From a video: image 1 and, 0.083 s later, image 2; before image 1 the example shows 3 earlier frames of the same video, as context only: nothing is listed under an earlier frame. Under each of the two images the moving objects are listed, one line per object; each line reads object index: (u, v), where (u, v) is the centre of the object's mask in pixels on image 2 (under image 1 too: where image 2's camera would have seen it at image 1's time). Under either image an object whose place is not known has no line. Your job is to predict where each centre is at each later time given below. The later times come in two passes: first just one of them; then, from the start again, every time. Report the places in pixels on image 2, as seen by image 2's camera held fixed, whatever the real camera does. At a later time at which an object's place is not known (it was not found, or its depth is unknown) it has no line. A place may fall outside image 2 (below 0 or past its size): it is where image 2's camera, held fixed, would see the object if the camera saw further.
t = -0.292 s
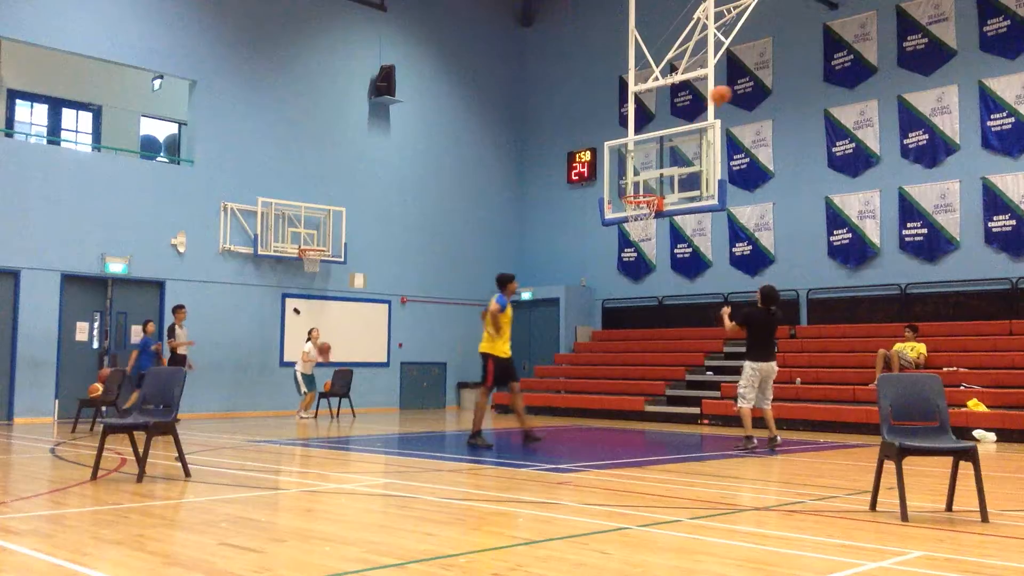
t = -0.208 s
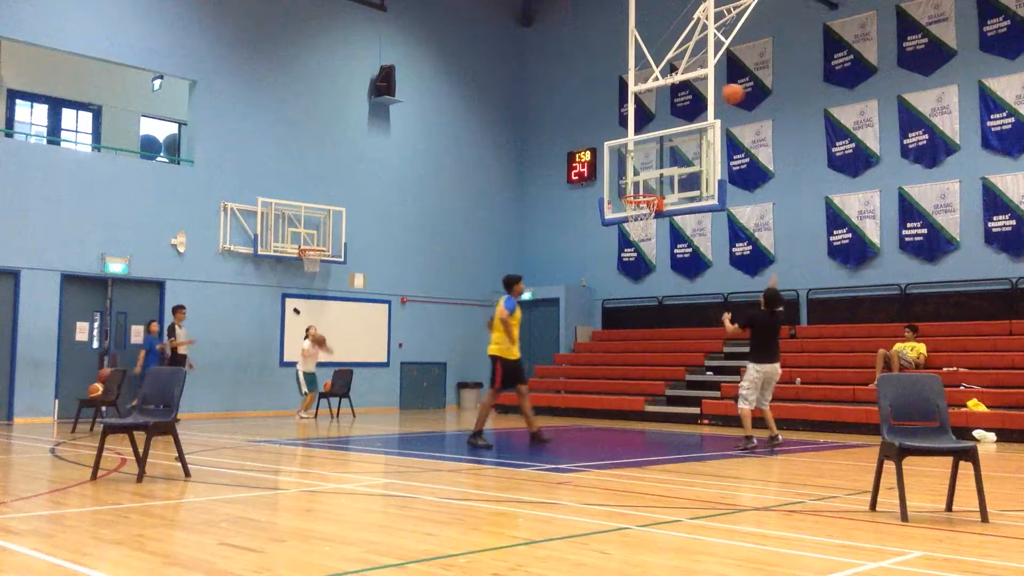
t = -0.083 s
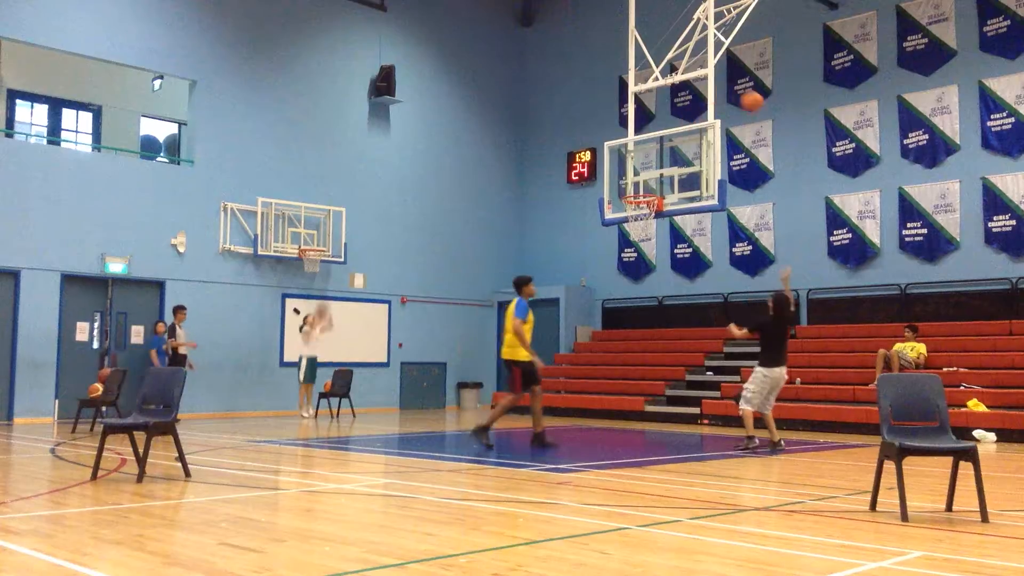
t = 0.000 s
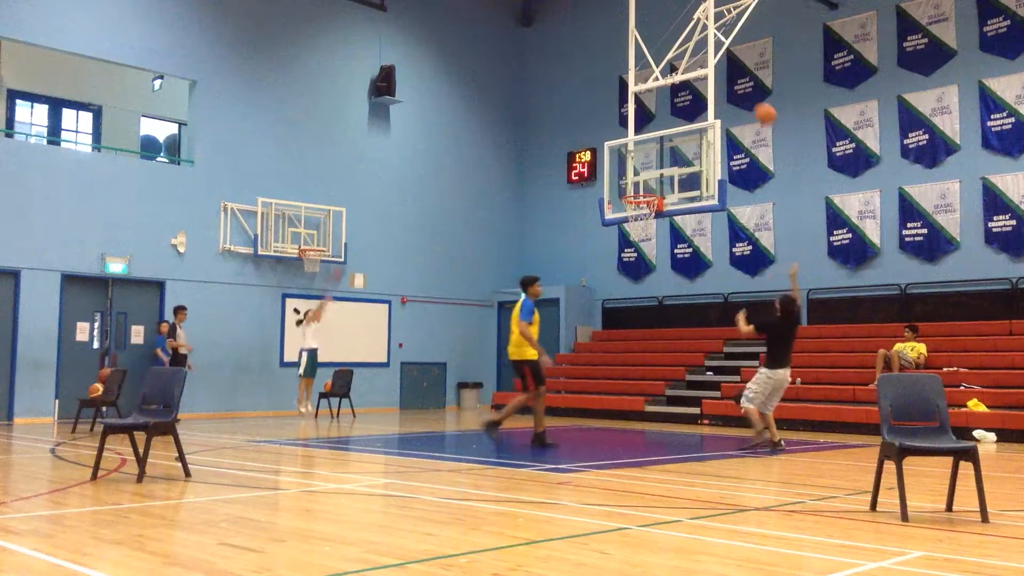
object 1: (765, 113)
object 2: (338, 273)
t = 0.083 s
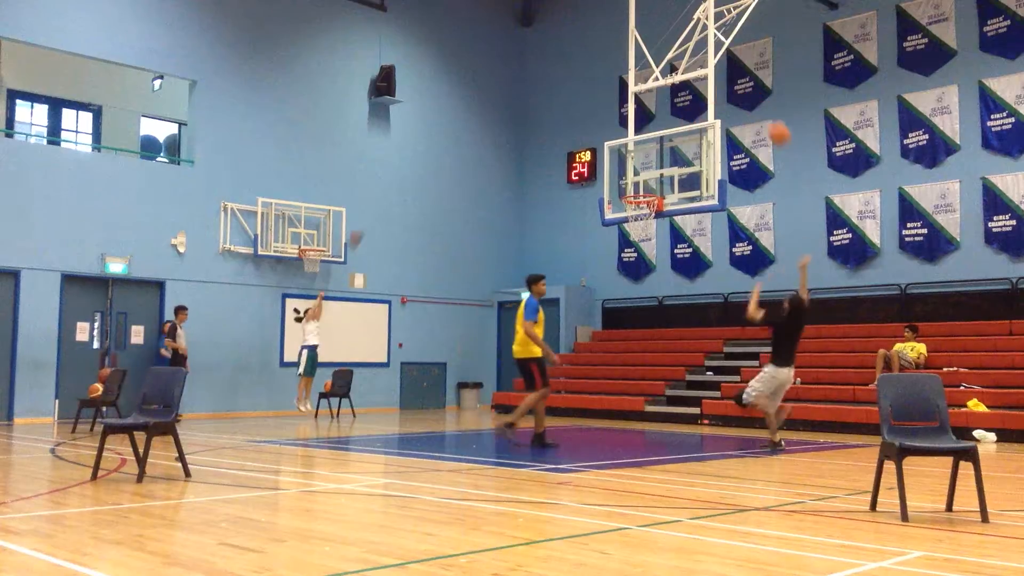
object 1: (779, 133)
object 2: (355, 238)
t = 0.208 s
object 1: (800, 172)
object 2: (381, 194)
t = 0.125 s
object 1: (786, 144)
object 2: (364, 222)
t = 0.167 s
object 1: (793, 158)
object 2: (372, 208)
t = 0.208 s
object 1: (800, 172)
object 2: (381, 194)
